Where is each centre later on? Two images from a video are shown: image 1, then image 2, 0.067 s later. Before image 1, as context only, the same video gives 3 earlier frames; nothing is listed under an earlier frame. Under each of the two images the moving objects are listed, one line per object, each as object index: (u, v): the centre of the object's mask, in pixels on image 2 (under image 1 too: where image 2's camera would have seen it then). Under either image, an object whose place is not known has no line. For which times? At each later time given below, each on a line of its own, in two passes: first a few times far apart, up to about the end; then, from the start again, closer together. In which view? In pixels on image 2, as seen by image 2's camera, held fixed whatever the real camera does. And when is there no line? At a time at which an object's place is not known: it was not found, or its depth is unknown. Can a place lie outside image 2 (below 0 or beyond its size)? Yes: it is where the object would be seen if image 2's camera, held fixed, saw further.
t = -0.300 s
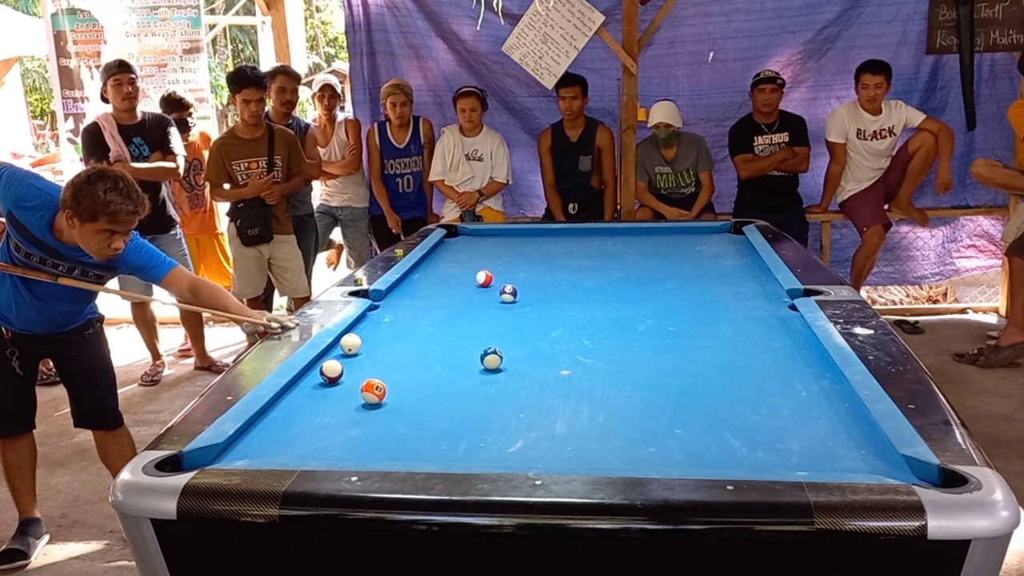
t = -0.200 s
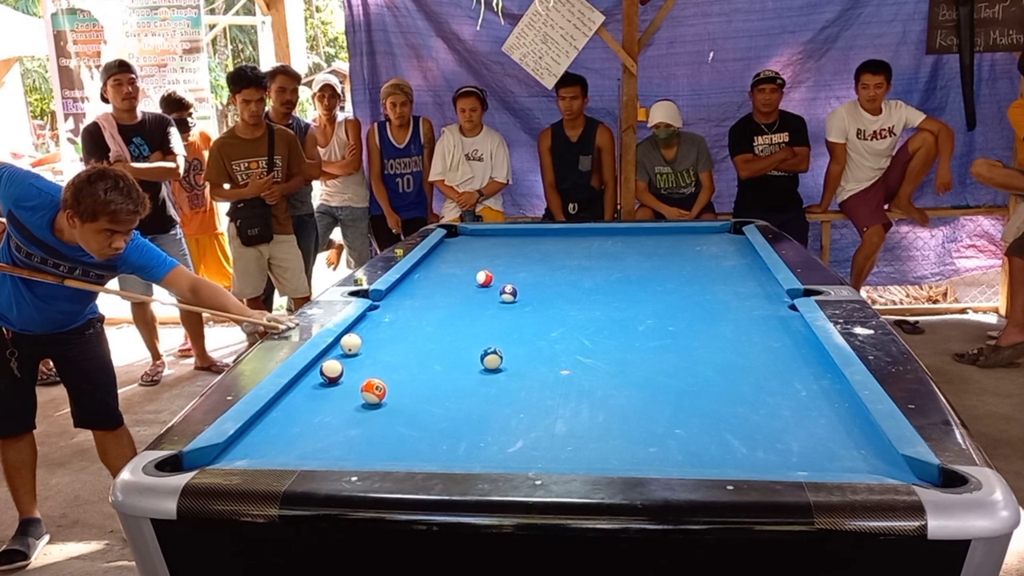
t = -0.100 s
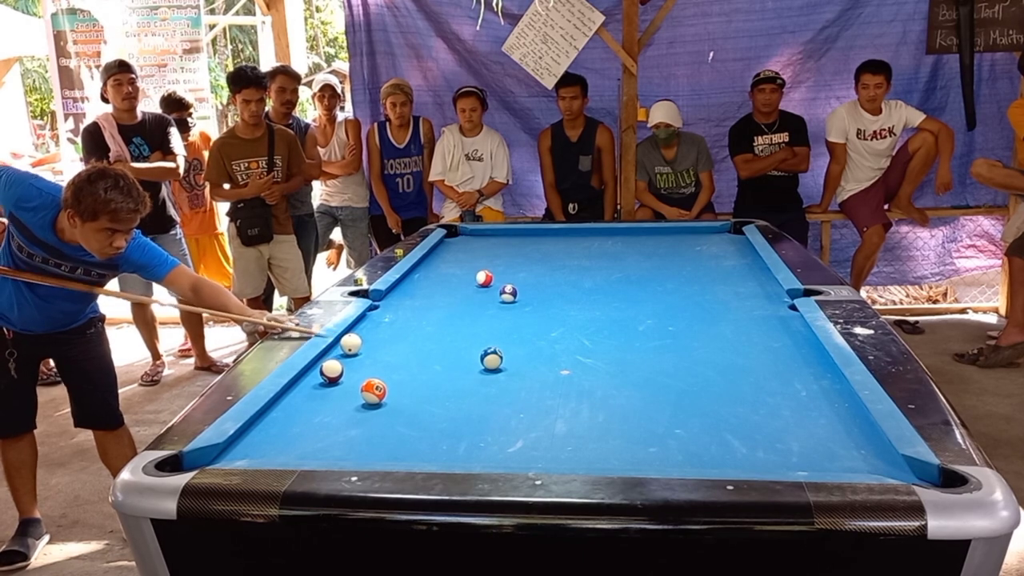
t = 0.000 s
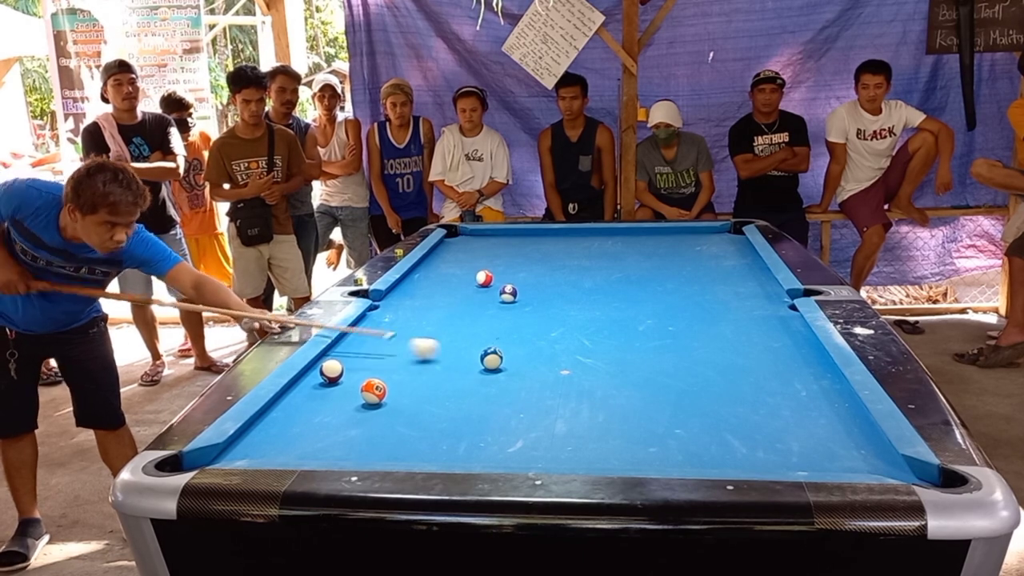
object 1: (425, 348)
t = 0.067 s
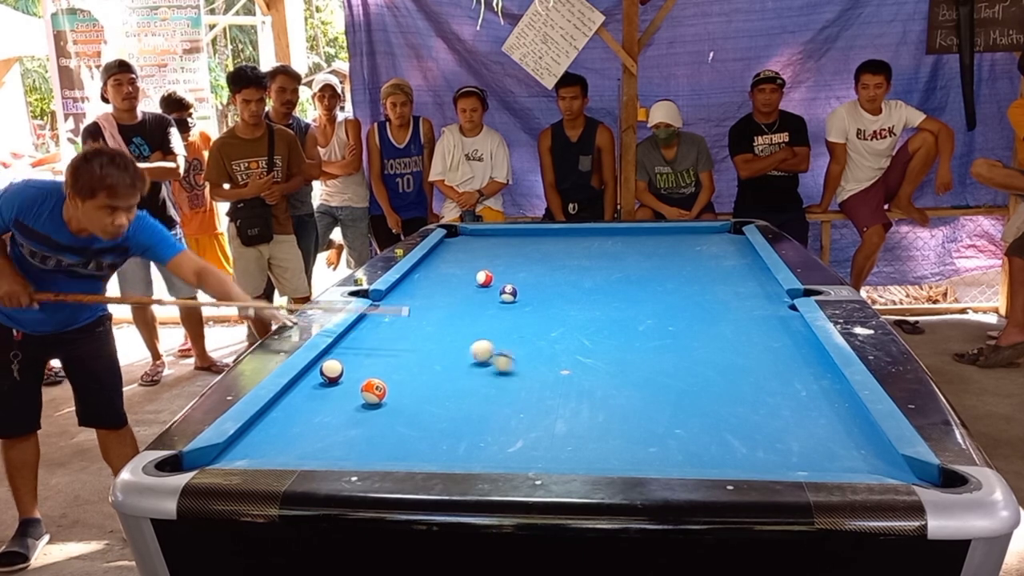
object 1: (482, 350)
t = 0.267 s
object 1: (559, 335)
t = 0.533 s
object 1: (678, 322)
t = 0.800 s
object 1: (787, 310)
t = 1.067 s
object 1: (725, 302)
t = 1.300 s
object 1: (677, 296)
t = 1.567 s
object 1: (628, 290)
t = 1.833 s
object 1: (583, 285)
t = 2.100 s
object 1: (543, 280)
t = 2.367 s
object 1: (507, 275)
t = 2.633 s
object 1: (472, 270)
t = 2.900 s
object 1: (443, 267)
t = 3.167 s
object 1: (424, 264)
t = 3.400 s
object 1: (438, 263)
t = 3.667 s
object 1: (452, 262)
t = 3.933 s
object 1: (465, 261)
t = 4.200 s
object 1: (476, 260)
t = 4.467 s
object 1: (485, 259)
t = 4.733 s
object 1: (493, 258)
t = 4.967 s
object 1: (499, 257)
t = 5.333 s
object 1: (502, 255)
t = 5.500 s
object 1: (507, 257)
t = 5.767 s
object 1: (508, 257)
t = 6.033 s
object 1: (508, 256)
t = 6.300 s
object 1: (508, 257)
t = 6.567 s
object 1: (508, 256)
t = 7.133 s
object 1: (507, 255)
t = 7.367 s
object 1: (508, 256)
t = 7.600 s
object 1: (508, 256)
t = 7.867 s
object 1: (508, 257)
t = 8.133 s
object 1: (508, 257)
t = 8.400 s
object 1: (508, 256)
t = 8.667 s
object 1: (508, 256)
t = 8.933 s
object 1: (508, 256)
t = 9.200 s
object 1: (508, 256)
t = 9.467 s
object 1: (508, 256)
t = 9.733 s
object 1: (508, 256)
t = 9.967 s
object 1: (508, 256)
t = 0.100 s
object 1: (493, 348)
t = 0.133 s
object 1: (505, 345)
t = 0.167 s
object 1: (518, 342)
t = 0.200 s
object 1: (531, 339)
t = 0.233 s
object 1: (545, 337)
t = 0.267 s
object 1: (559, 335)
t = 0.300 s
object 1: (574, 333)
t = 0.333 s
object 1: (590, 332)
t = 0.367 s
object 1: (604, 330)
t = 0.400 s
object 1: (620, 328)
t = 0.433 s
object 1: (635, 327)
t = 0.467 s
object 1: (649, 325)
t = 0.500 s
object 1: (663, 324)
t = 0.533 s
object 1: (678, 322)
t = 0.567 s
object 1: (692, 320)
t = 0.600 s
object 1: (706, 319)
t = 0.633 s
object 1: (720, 317)
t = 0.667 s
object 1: (734, 316)
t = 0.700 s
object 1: (748, 314)
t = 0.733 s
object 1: (761, 313)
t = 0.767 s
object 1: (775, 311)
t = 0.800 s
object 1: (787, 310)
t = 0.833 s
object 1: (779, 309)
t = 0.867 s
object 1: (770, 308)
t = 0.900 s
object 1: (762, 307)
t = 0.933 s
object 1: (754, 306)
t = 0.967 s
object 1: (747, 305)
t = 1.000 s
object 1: (740, 304)
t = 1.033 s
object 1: (732, 303)
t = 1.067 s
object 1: (725, 302)
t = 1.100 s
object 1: (718, 301)
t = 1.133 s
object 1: (710, 300)
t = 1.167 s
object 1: (703, 300)
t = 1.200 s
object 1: (697, 299)
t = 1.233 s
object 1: (690, 298)
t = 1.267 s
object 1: (683, 297)
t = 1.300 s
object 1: (677, 296)
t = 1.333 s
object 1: (670, 296)
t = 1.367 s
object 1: (664, 295)
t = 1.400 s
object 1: (658, 294)
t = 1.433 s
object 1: (652, 293)
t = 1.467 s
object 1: (645, 292)
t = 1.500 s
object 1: (639, 292)
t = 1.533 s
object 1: (634, 291)
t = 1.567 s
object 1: (628, 290)
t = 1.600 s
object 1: (622, 289)
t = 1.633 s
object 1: (616, 289)
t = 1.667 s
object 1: (611, 288)
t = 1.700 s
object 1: (604, 287)
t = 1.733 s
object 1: (599, 286)
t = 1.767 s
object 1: (594, 286)
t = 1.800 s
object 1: (589, 285)
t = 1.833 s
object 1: (583, 285)
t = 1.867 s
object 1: (578, 284)
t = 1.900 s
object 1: (573, 283)
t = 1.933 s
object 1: (568, 283)
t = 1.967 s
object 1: (563, 282)
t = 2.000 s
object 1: (558, 282)
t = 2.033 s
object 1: (553, 281)
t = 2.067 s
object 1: (548, 280)
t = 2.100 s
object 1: (543, 280)
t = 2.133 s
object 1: (539, 279)
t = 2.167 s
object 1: (534, 278)
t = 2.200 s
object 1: (529, 278)
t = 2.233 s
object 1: (525, 277)
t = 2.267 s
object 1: (520, 277)
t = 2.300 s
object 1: (516, 276)
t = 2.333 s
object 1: (511, 276)
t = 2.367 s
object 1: (507, 275)
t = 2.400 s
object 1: (502, 274)
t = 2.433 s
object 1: (499, 274)
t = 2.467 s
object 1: (495, 273)
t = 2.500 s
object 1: (492, 271)
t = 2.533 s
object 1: (487, 269)
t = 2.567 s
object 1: (481, 268)
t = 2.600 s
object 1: (476, 270)
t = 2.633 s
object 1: (472, 270)
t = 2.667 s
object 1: (469, 270)
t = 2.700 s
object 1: (466, 270)
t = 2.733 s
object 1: (462, 270)
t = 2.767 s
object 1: (458, 269)
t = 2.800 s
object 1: (454, 269)
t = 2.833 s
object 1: (451, 268)
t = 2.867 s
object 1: (447, 268)
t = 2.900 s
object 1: (443, 267)
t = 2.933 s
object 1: (440, 267)
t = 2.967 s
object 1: (437, 267)
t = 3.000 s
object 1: (433, 266)
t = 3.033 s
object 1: (429, 266)
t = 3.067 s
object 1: (426, 265)
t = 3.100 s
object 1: (423, 265)
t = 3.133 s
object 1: (422, 265)
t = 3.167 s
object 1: (424, 264)
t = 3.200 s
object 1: (426, 264)
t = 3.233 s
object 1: (428, 264)
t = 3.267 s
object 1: (430, 264)
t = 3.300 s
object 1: (432, 264)
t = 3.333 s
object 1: (434, 263)
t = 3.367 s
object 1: (436, 263)
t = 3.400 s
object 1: (438, 263)
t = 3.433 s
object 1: (440, 263)
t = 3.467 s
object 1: (442, 263)
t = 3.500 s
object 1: (443, 263)
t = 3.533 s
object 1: (445, 262)
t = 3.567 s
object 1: (447, 262)
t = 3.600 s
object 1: (449, 262)
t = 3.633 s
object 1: (451, 262)
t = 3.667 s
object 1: (452, 262)
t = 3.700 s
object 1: (454, 262)
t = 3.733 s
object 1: (456, 262)
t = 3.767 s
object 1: (457, 261)
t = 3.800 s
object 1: (459, 261)
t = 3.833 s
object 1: (460, 261)
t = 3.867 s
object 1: (462, 261)
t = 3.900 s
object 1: (463, 261)
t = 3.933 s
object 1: (465, 261)
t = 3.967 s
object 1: (466, 260)
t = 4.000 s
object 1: (468, 260)
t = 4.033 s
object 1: (469, 260)
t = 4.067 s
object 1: (470, 260)
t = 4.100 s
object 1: (472, 260)
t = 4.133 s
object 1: (473, 260)
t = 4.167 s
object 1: (474, 260)
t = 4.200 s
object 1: (476, 260)
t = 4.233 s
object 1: (477, 260)
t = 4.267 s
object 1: (478, 259)
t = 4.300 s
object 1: (479, 259)
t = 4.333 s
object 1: (480, 259)
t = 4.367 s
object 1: (482, 259)
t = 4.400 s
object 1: (483, 259)
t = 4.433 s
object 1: (484, 259)
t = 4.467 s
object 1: (485, 259)
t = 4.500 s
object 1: (486, 258)
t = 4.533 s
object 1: (487, 258)
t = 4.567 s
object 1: (488, 258)
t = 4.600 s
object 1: (489, 258)
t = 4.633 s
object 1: (490, 258)
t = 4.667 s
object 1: (491, 258)
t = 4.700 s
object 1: (492, 258)
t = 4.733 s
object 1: (493, 258)
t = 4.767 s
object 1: (494, 258)
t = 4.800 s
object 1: (495, 258)
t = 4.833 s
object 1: (496, 258)
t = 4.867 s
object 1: (497, 258)
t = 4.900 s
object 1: (497, 258)
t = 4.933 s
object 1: (498, 257)
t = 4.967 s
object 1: (499, 257)
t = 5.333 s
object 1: (502, 255)
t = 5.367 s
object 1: (505, 256)
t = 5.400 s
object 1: (506, 256)
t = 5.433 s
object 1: (506, 256)
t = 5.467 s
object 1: (506, 256)
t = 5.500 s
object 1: (507, 257)
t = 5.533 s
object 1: (507, 256)
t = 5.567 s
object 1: (507, 257)
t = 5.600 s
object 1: (507, 256)
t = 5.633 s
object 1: (508, 257)
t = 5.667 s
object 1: (508, 256)
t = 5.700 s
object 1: (508, 256)
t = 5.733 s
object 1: (508, 257)
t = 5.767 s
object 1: (508, 257)
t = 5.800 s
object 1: (508, 256)
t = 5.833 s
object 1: (508, 256)
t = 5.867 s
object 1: (508, 256)
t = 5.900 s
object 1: (508, 256)
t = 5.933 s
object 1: (508, 256)
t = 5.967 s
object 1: (508, 256)
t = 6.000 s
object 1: (508, 256)
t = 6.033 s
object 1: (508, 256)
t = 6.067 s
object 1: (508, 256)
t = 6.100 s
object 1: (508, 256)
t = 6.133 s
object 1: (508, 256)
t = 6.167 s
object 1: (508, 256)
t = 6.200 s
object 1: (508, 256)
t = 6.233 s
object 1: (508, 256)
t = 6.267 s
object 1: (508, 257)
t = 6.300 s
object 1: (508, 257)
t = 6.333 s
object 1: (508, 257)
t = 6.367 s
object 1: (508, 256)
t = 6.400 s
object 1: (508, 256)
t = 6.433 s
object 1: (508, 256)
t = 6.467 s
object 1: (508, 257)
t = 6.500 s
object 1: (508, 256)
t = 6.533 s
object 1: (508, 256)
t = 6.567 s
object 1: (508, 256)
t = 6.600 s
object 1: (508, 256)
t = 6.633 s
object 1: (506, 255)
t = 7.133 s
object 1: (507, 255)
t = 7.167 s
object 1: (508, 256)
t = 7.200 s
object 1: (508, 256)
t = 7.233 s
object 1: (508, 256)
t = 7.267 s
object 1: (508, 256)
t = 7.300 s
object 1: (508, 256)
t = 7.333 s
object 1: (508, 256)
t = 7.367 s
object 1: (508, 256)
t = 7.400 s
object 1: (508, 256)
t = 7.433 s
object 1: (508, 256)
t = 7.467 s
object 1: (508, 256)
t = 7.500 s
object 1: (508, 256)
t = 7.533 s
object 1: (508, 256)
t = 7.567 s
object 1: (508, 256)
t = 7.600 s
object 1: (508, 256)
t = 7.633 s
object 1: (508, 256)
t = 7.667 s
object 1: (508, 256)
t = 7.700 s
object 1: (508, 256)
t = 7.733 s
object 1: (508, 256)
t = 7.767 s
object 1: (508, 257)
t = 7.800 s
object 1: (508, 256)
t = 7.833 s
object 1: (508, 256)
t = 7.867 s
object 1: (508, 257)
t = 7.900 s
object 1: (508, 257)
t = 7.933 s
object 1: (508, 257)
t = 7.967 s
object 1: (508, 256)
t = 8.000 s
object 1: (508, 256)
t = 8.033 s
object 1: (508, 256)
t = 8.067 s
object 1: (508, 257)
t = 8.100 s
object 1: (508, 256)
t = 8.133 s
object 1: (508, 257)
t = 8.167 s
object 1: (508, 257)
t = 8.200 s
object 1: (508, 256)
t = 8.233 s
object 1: (508, 257)
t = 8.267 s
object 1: (508, 256)
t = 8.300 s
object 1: (508, 256)
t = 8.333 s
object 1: (508, 256)
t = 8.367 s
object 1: (508, 256)
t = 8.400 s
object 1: (508, 256)
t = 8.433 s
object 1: (508, 256)
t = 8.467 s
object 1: (508, 256)
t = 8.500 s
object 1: (508, 256)
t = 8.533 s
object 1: (508, 256)
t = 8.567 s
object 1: (508, 256)
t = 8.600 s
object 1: (508, 256)
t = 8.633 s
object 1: (508, 256)
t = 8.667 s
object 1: (508, 256)
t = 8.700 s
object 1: (508, 256)
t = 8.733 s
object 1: (508, 256)
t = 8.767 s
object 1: (508, 256)
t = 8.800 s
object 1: (508, 256)
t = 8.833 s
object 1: (508, 256)
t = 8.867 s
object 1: (508, 256)
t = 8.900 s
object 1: (508, 256)
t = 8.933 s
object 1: (508, 256)
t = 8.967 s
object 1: (508, 256)
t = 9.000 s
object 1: (508, 256)
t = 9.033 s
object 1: (508, 256)
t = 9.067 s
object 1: (508, 256)
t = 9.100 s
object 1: (508, 256)
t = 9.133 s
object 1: (508, 256)
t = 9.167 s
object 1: (508, 256)
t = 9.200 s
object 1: (508, 256)
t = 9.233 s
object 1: (508, 256)
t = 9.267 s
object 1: (508, 256)
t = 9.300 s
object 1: (508, 256)
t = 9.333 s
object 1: (508, 256)
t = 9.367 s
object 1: (508, 256)
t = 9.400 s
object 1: (508, 256)
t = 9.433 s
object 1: (508, 256)
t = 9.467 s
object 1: (508, 256)
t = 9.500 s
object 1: (508, 256)
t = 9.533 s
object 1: (508, 256)
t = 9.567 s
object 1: (508, 256)
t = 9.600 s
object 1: (508, 256)
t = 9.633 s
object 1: (508, 256)
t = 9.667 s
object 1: (508, 256)
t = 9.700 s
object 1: (508, 256)
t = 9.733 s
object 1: (508, 256)
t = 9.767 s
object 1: (508, 256)
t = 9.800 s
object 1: (508, 256)
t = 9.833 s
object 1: (508, 256)
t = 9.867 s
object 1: (508, 256)
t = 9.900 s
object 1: (508, 256)
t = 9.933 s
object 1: (508, 256)
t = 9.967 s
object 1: (508, 256)
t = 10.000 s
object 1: (508, 256)
